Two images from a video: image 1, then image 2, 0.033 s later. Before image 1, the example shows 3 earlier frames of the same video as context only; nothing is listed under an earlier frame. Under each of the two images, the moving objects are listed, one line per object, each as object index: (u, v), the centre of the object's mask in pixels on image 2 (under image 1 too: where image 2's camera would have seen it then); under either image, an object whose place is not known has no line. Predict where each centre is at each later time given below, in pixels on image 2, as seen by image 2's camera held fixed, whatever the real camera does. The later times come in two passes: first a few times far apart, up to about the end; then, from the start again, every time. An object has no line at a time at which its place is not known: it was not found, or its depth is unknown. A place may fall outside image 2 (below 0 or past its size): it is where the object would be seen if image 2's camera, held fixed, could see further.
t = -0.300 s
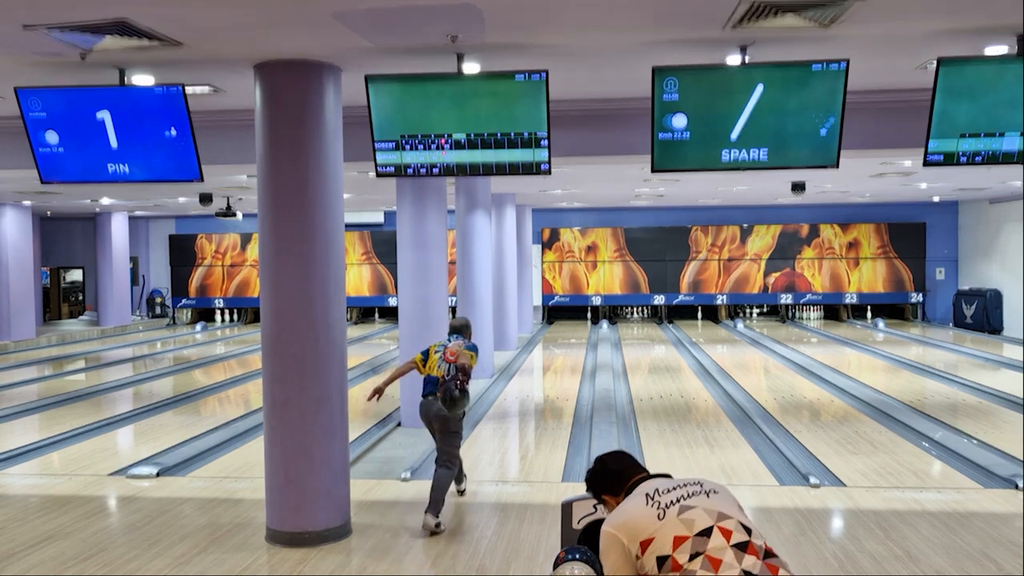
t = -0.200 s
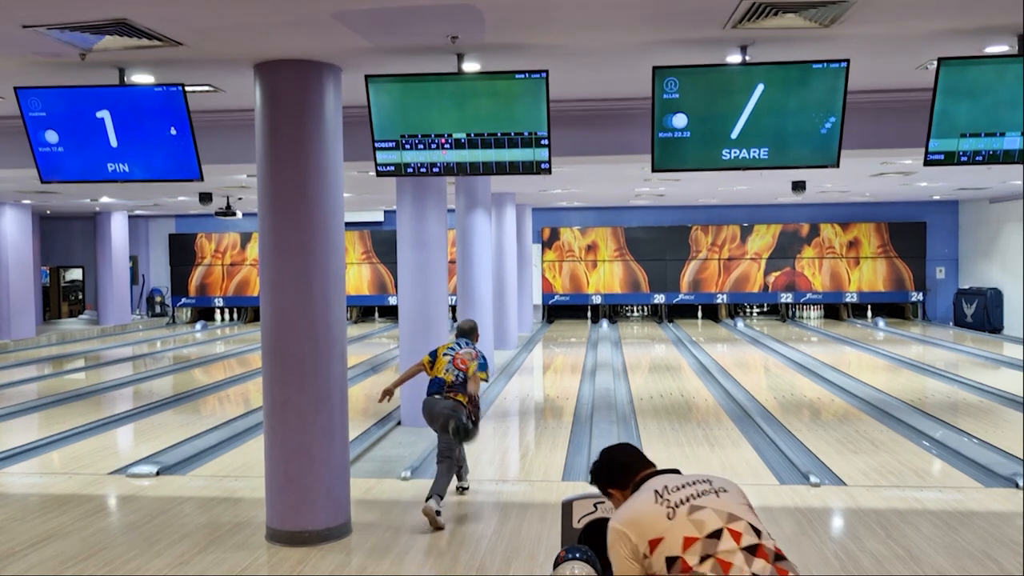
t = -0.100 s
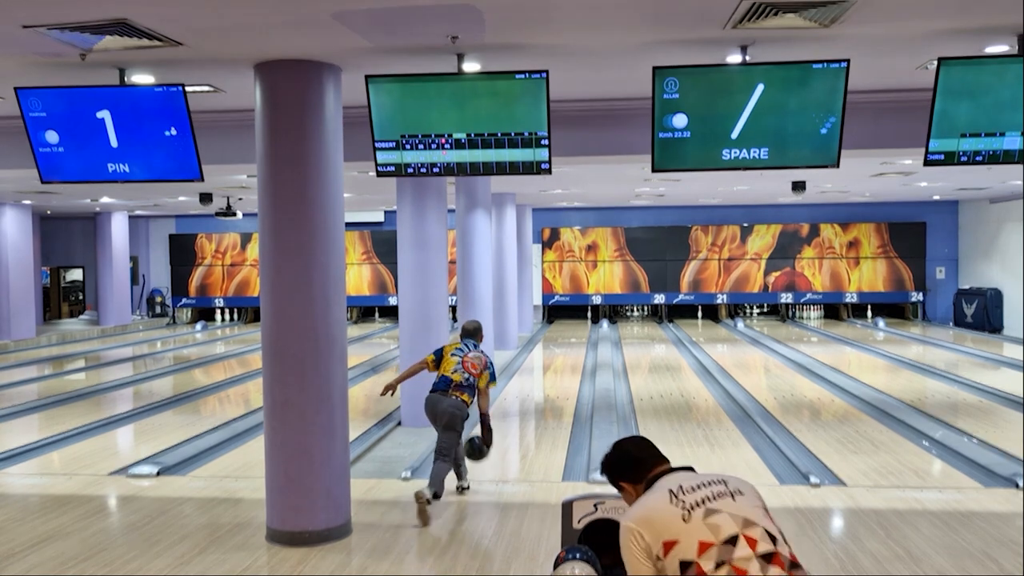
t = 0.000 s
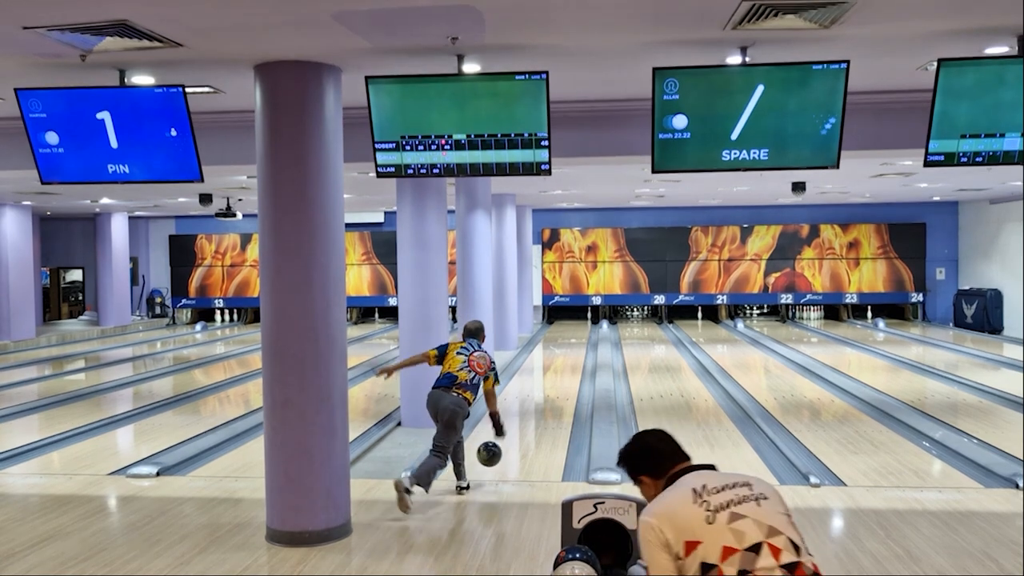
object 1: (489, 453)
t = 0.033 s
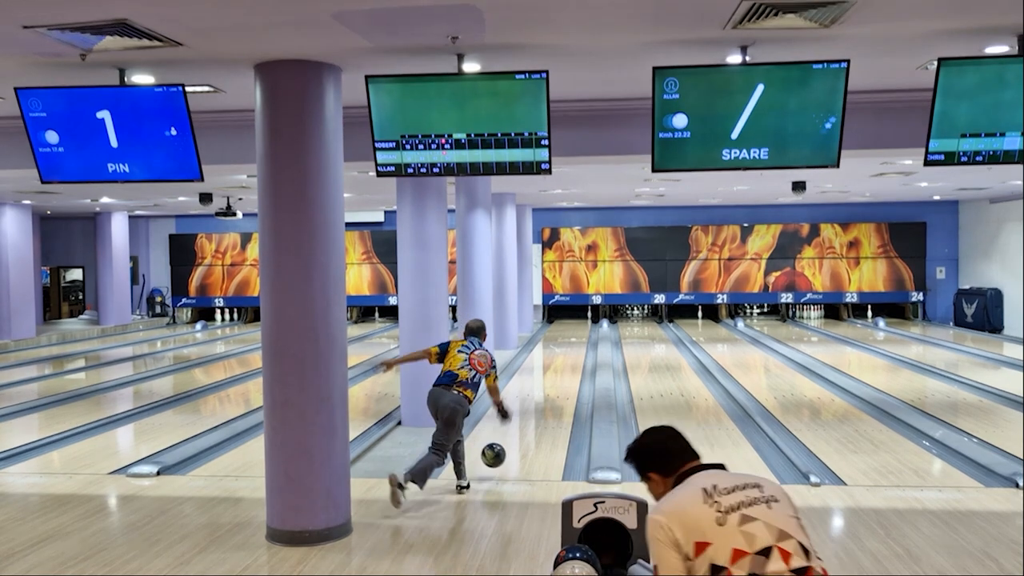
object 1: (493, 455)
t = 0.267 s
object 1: (515, 435)
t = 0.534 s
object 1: (533, 410)
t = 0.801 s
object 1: (547, 391)
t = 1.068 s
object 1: (557, 376)
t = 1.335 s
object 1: (565, 365)
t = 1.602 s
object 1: (572, 355)
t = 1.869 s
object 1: (576, 347)
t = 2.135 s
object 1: (580, 340)
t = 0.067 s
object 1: (497, 459)
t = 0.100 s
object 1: (500, 454)
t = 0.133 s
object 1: (504, 448)
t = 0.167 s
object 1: (507, 441)
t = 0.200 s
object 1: (510, 438)
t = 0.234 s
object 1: (512, 436)
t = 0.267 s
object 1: (515, 435)
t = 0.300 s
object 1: (518, 432)
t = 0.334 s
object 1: (520, 429)
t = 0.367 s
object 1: (522, 426)
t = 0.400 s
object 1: (525, 422)
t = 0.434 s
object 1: (527, 419)
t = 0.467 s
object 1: (529, 415)
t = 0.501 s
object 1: (532, 413)
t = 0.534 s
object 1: (533, 410)
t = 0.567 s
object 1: (535, 407)
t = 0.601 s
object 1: (537, 405)
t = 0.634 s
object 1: (539, 402)
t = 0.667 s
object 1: (540, 400)
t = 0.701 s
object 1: (542, 398)
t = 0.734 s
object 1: (543, 395)
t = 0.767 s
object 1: (545, 393)
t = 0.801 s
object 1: (547, 391)
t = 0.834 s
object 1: (548, 389)
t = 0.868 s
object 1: (549, 387)
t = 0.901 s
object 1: (551, 385)
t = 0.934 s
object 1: (552, 383)
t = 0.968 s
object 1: (554, 382)
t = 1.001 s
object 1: (554, 380)
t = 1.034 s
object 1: (556, 378)
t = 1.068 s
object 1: (557, 376)
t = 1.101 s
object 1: (558, 375)
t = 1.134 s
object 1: (559, 373)
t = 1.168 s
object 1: (560, 372)
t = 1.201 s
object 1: (561, 370)
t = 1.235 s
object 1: (562, 369)
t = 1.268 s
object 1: (563, 367)
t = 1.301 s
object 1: (564, 366)
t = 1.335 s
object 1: (565, 365)
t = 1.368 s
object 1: (566, 363)
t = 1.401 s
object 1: (567, 362)
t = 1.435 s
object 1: (567, 361)
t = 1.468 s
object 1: (568, 360)
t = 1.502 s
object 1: (569, 358)
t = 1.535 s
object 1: (570, 357)
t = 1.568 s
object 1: (571, 356)
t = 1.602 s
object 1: (572, 355)
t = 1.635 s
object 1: (572, 354)
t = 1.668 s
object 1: (573, 353)
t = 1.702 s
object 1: (574, 352)
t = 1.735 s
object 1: (574, 351)
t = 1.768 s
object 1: (575, 350)
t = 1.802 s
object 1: (575, 349)
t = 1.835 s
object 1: (576, 348)
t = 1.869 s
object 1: (576, 347)
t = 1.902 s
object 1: (577, 346)
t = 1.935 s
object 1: (577, 345)
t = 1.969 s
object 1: (578, 344)
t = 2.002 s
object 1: (578, 343)
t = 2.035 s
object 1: (579, 343)
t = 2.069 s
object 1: (580, 342)
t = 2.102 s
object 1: (580, 341)
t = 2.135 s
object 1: (580, 340)
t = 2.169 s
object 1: (581, 340)
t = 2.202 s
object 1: (581, 339)
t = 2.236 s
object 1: (581, 338)
